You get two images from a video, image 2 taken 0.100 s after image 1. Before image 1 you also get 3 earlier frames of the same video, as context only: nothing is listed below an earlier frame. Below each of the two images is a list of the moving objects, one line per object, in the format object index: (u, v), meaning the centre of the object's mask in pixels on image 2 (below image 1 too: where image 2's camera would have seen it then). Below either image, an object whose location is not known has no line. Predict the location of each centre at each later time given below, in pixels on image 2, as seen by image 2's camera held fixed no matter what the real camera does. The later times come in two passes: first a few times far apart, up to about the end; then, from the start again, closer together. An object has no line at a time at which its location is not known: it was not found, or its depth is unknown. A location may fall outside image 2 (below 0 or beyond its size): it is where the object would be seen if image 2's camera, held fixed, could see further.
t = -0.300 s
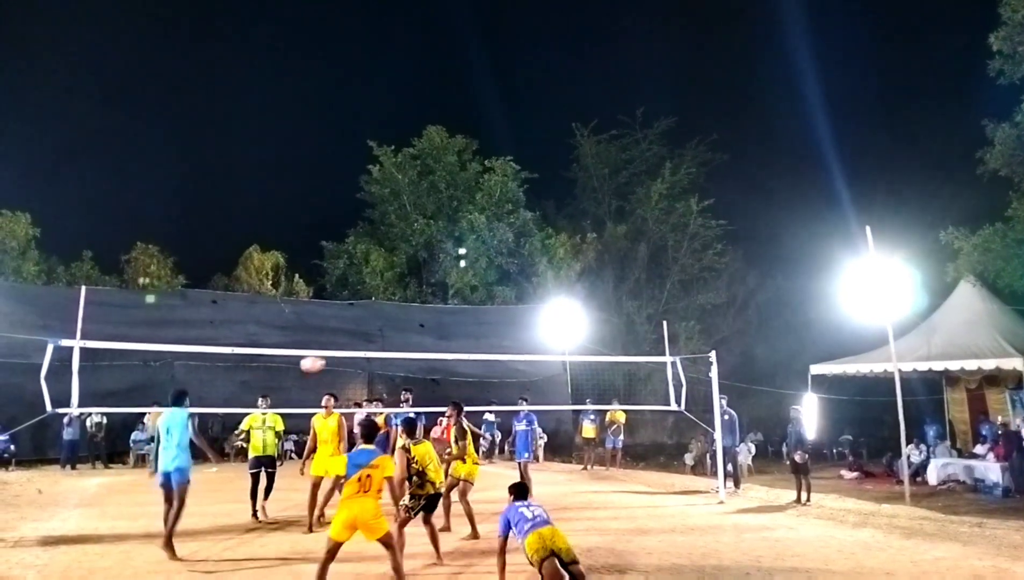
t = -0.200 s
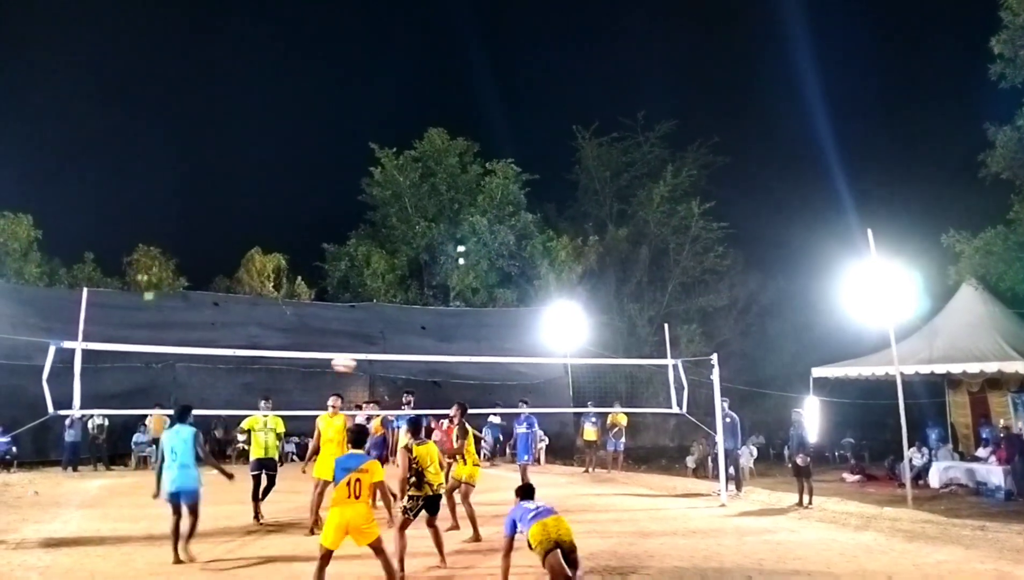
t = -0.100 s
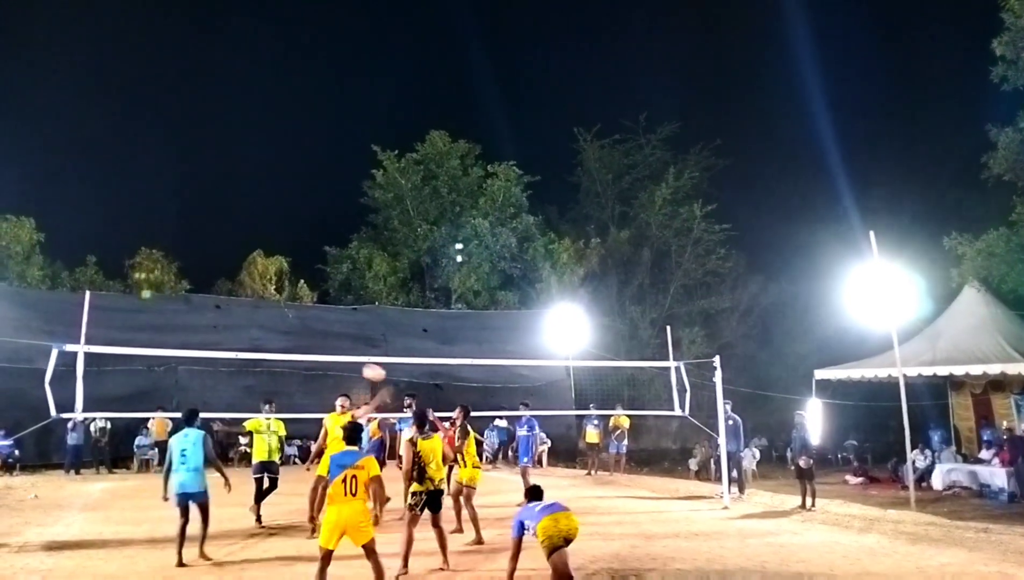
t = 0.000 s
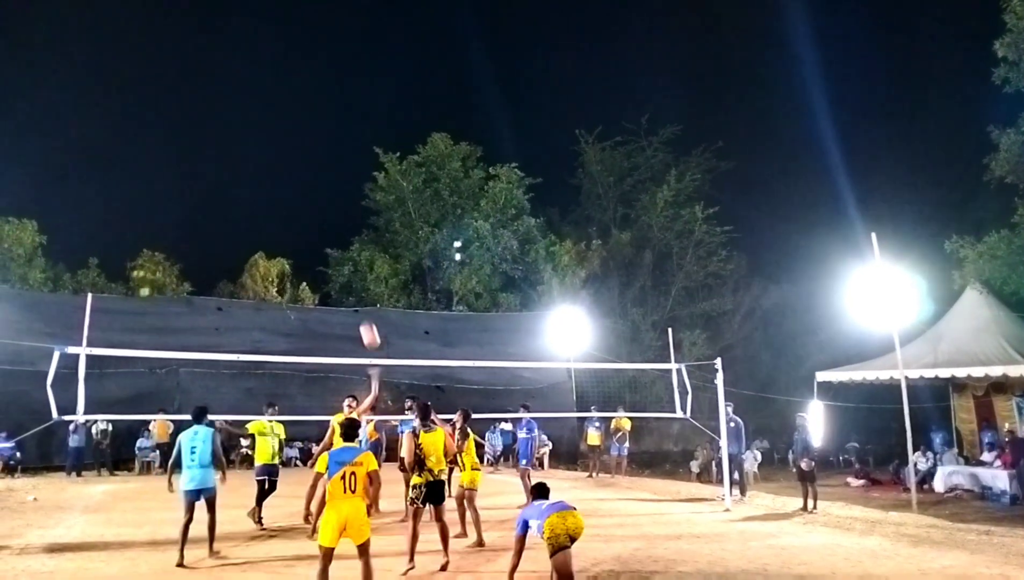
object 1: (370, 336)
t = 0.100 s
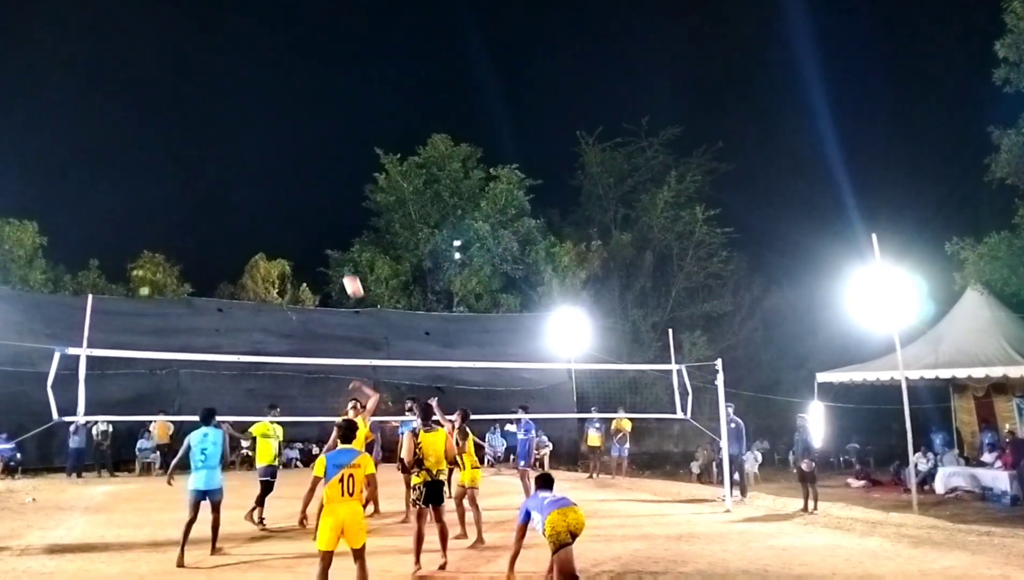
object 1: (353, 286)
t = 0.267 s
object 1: (325, 220)
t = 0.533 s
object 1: (285, 157)
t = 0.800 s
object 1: (246, 143)
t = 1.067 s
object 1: (211, 172)
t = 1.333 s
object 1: (178, 242)
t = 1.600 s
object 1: (148, 349)
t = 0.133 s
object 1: (347, 271)
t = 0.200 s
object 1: (336, 244)
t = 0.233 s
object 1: (330, 232)
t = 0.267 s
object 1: (325, 220)
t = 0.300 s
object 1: (320, 210)
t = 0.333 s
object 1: (315, 200)
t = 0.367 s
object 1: (310, 191)
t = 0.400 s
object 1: (305, 182)
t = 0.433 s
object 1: (300, 175)
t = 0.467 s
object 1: (295, 168)
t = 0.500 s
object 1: (290, 162)
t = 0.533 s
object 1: (285, 157)
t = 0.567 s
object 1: (280, 153)
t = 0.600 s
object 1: (275, 149)
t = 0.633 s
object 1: (271, 146)
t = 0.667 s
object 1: (266, 144)
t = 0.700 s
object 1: (261, 142)
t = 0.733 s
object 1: (256, 142)
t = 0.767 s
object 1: (251, 142)
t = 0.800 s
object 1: (246, 143)
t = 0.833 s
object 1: (241, 144)
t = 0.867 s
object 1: (237, 146)
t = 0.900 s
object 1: (233, 149)
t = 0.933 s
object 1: (228, 152)
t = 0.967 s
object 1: (224, 156)
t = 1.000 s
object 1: (219, 161)
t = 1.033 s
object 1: (215, 166)
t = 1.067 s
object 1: (211, 172)
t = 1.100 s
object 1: (207, 179)
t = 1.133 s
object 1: (202, 186)
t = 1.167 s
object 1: (198, 194)
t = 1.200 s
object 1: (194, 203)
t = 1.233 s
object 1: (190, 212)
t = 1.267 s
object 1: (186, 221)
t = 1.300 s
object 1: (182, 231)
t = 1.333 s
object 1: (178, 242)
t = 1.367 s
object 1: (174, 254)
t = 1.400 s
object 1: (170, 266)
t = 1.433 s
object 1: (167, 279)
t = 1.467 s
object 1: (163, 292)
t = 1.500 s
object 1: (159, 306)
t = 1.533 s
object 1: (156, 320)
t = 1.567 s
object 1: (152, 335)
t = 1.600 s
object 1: (148, 349)
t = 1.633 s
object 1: (144, 369)
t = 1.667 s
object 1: (141, 385)
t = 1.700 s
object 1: (137, 402)
